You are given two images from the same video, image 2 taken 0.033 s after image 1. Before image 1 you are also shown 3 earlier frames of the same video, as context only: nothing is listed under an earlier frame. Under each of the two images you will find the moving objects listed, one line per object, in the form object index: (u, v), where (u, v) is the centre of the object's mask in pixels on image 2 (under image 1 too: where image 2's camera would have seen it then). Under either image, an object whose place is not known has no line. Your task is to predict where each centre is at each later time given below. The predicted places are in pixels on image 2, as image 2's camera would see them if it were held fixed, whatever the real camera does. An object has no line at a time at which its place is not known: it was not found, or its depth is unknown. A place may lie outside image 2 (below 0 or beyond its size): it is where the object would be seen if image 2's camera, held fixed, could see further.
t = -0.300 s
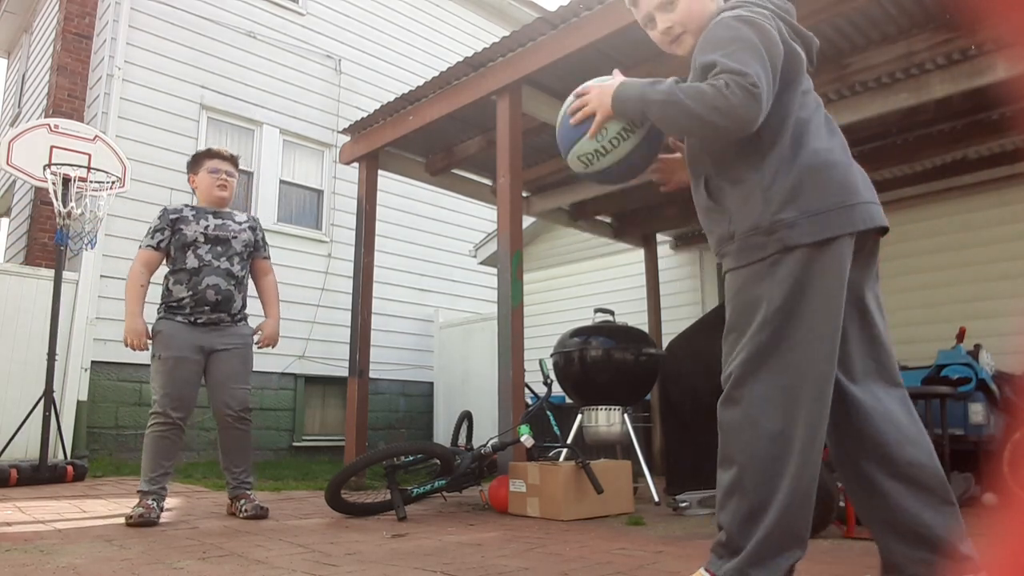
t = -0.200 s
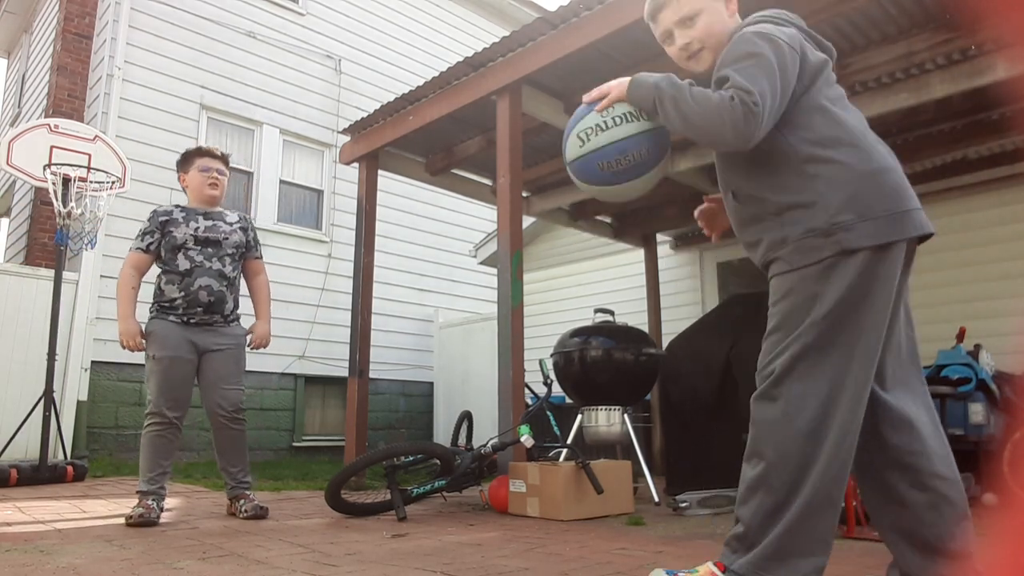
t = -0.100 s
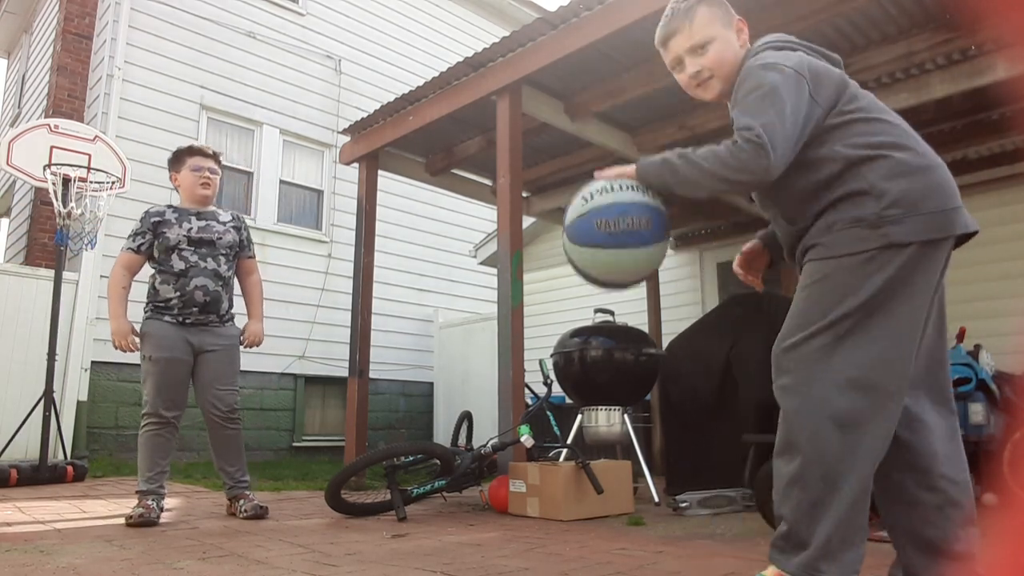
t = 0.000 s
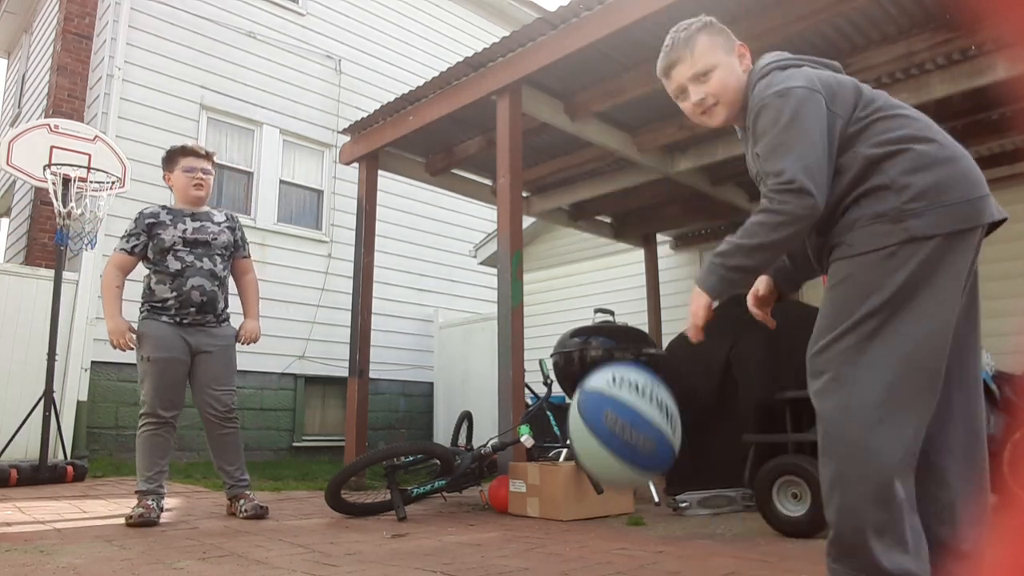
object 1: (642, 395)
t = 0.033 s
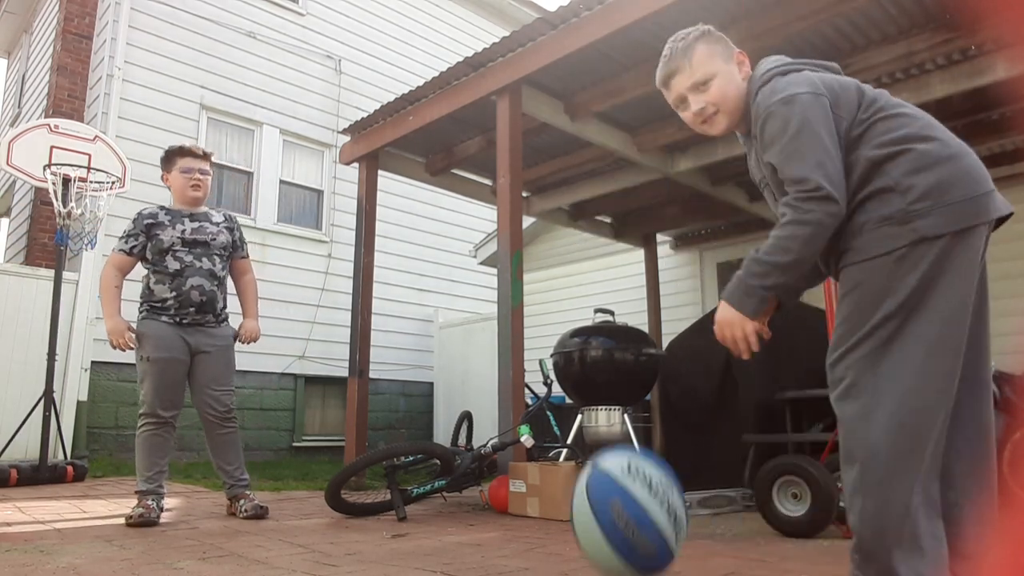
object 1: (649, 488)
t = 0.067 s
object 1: (660, 512)
